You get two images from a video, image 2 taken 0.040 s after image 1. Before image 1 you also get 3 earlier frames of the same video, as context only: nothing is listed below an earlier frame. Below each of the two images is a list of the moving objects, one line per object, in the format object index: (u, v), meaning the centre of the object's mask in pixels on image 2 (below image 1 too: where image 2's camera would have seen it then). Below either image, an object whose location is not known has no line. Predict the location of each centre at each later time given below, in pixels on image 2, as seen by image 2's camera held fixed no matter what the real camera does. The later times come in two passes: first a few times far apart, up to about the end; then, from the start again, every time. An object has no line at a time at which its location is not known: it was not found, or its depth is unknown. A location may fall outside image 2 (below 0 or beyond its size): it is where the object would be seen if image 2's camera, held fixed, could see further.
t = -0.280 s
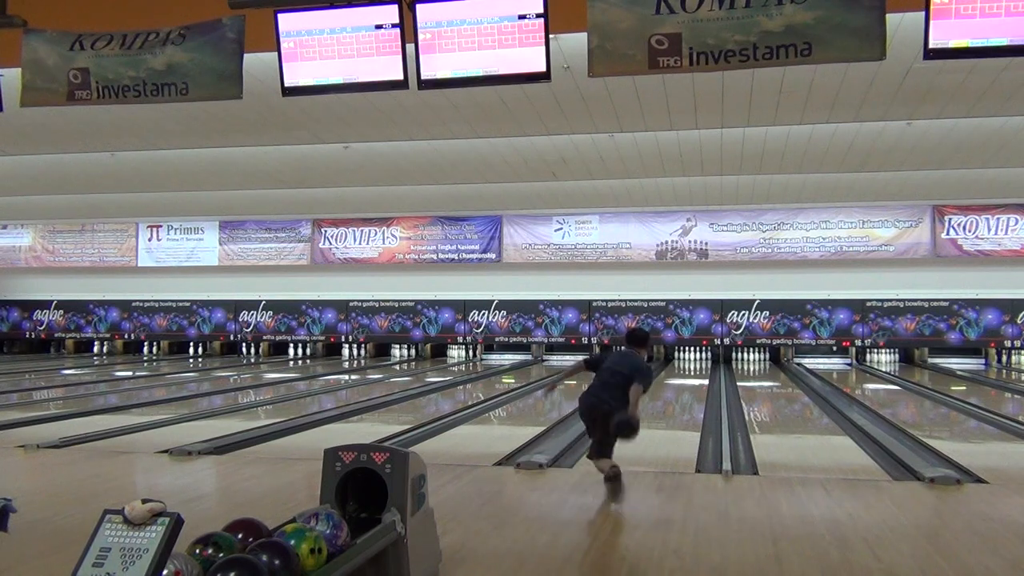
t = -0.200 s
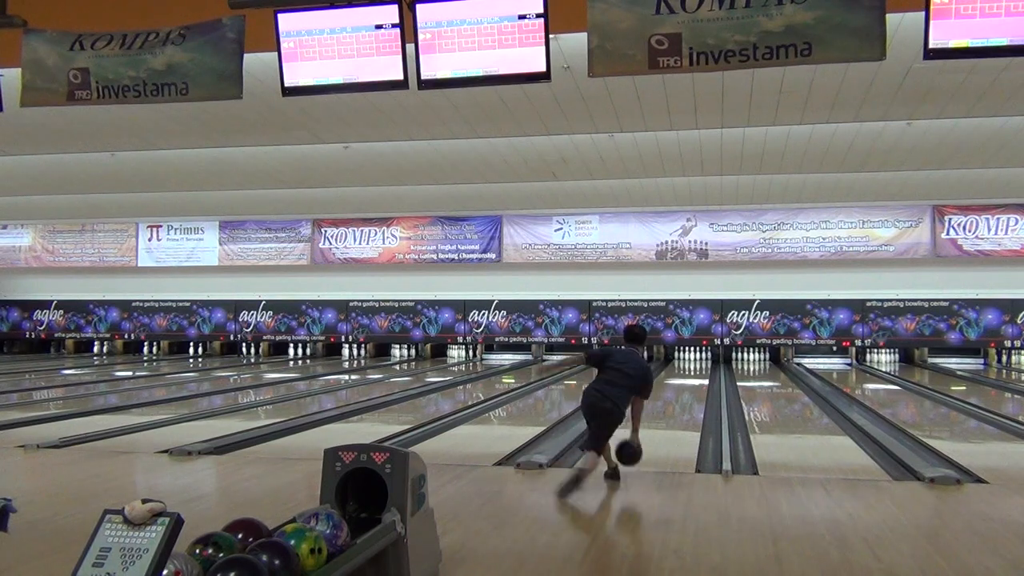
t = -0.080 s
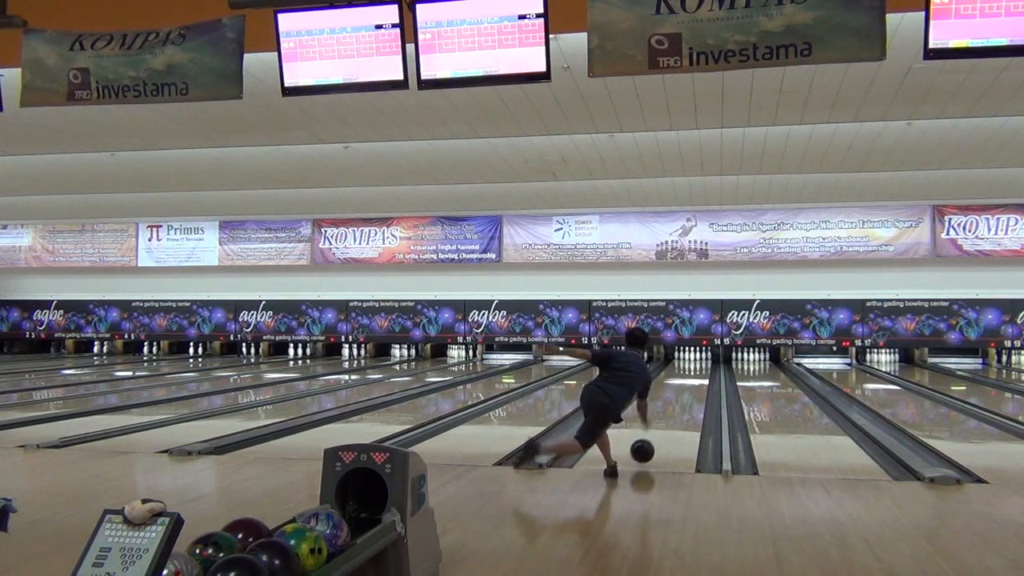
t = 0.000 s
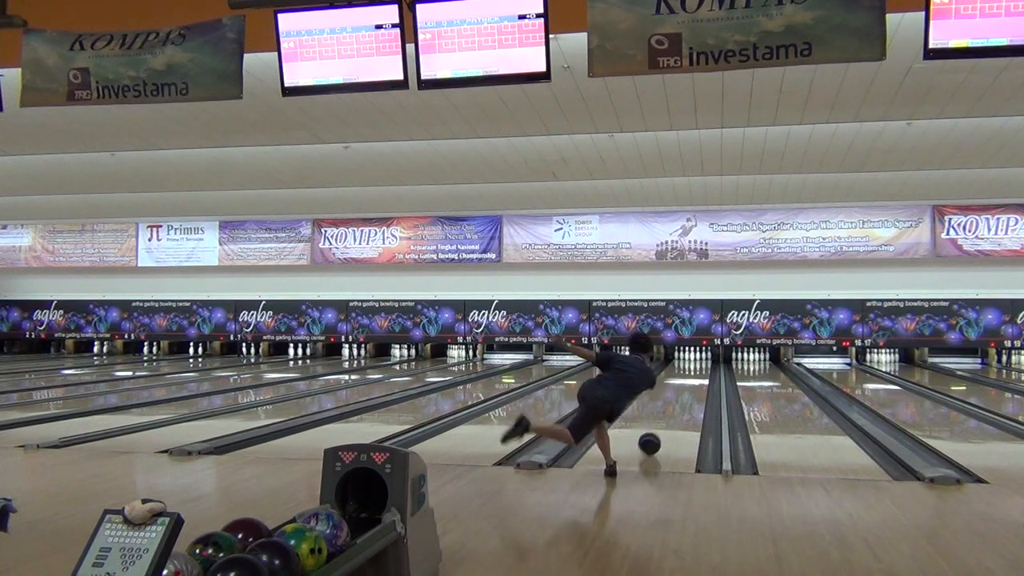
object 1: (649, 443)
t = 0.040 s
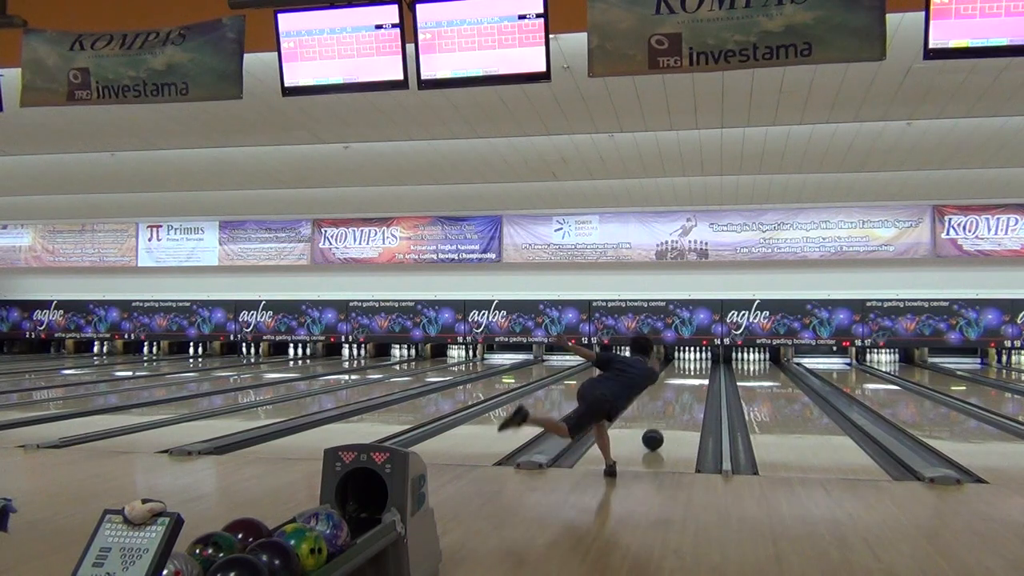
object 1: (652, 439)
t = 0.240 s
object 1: (666, 420)
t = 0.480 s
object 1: (676, 404)
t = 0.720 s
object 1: (684, 392)
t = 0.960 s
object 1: (690, 383)
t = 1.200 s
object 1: (693, 376)
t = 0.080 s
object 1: (655, 435)
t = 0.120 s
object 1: (658, 431)
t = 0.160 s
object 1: (661, 427)
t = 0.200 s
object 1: (663, 424)
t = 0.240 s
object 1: (666, 420)
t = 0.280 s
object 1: (668, 417)
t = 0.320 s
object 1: (670, 414)
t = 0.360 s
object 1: (671, 412)
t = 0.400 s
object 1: (673, 409)
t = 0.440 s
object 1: (675, 407)
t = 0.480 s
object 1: (676, 404)
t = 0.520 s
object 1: (678, 402)
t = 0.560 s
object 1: (679, 400)
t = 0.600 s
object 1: (681, 398)
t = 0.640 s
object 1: (682, 396)
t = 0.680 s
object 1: (683, 394)
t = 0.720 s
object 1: (684, 392)
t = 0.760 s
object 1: (685, 391)
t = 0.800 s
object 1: (686, 389)
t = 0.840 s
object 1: (687, 388)
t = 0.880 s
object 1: (688, 386)
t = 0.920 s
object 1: (689, 385)
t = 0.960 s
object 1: (690, 383)
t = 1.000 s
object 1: (690, 382)
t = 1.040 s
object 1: (691, 381)
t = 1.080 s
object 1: (692, 379)
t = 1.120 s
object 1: (692, 378)
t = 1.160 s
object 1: (693, 377)
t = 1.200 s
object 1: (693, 376)
